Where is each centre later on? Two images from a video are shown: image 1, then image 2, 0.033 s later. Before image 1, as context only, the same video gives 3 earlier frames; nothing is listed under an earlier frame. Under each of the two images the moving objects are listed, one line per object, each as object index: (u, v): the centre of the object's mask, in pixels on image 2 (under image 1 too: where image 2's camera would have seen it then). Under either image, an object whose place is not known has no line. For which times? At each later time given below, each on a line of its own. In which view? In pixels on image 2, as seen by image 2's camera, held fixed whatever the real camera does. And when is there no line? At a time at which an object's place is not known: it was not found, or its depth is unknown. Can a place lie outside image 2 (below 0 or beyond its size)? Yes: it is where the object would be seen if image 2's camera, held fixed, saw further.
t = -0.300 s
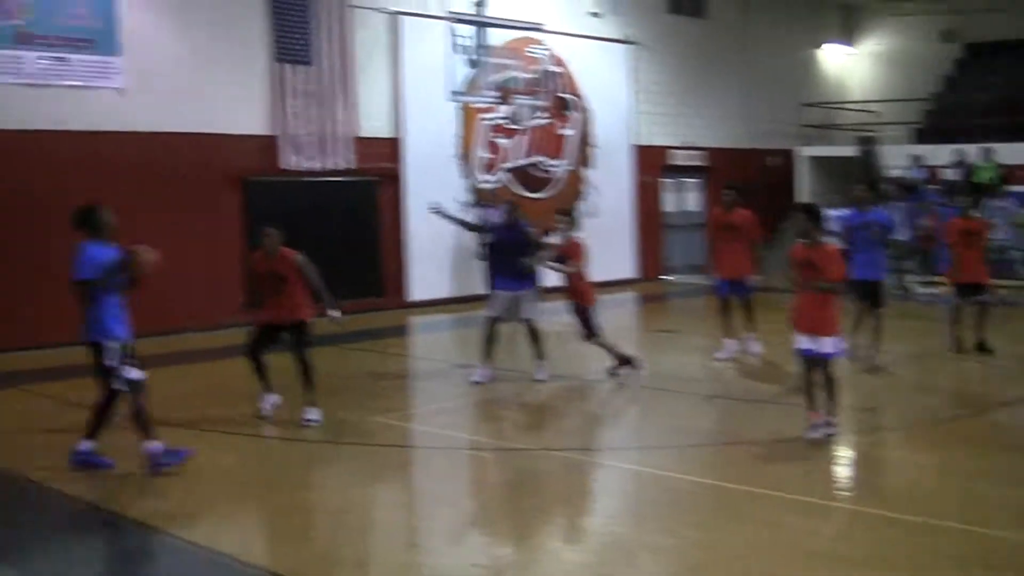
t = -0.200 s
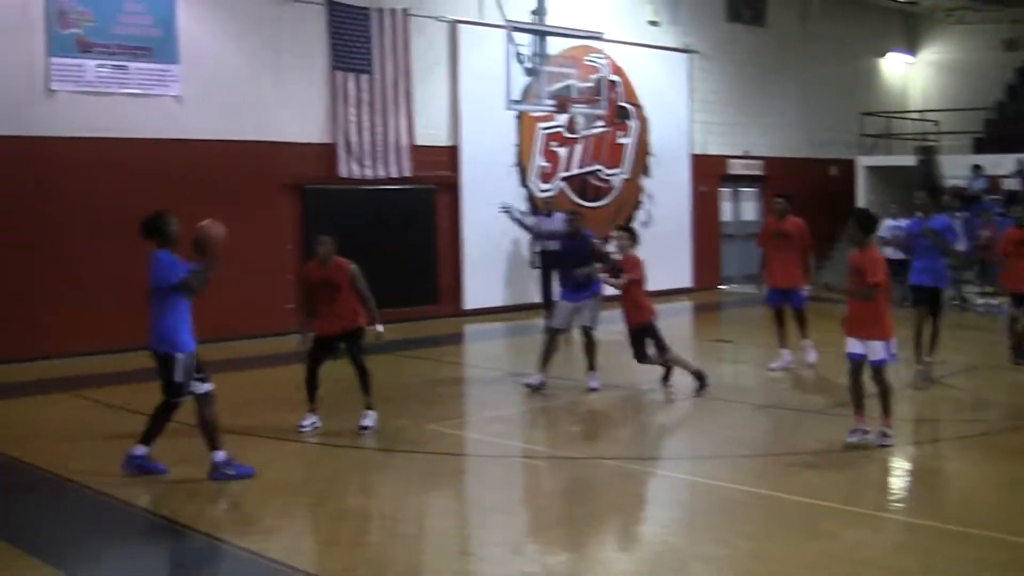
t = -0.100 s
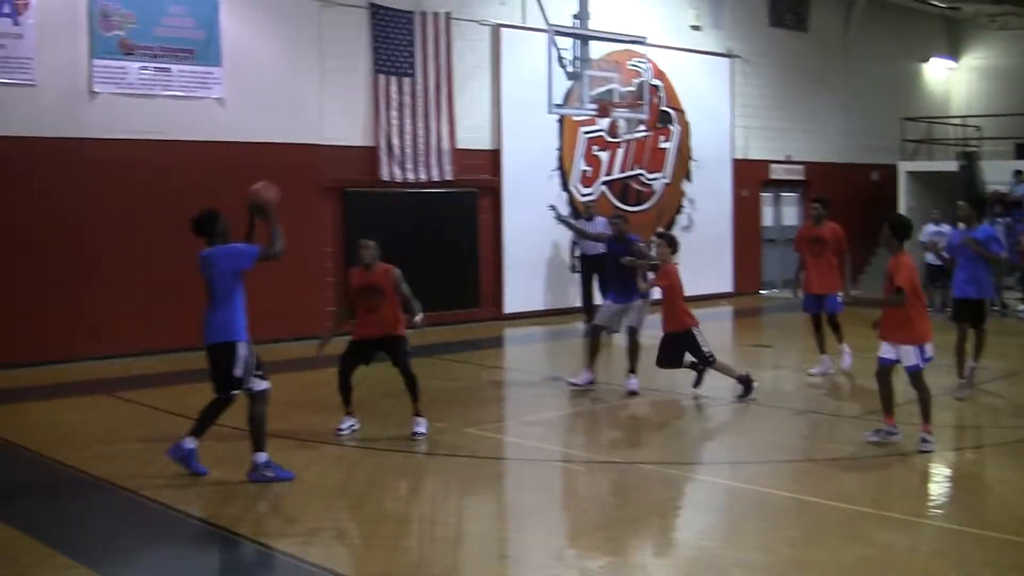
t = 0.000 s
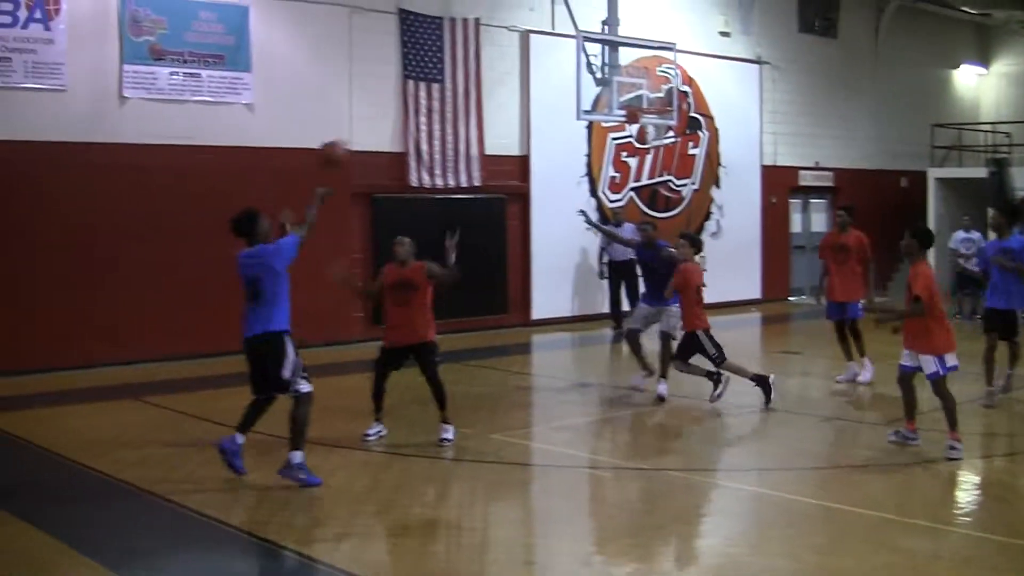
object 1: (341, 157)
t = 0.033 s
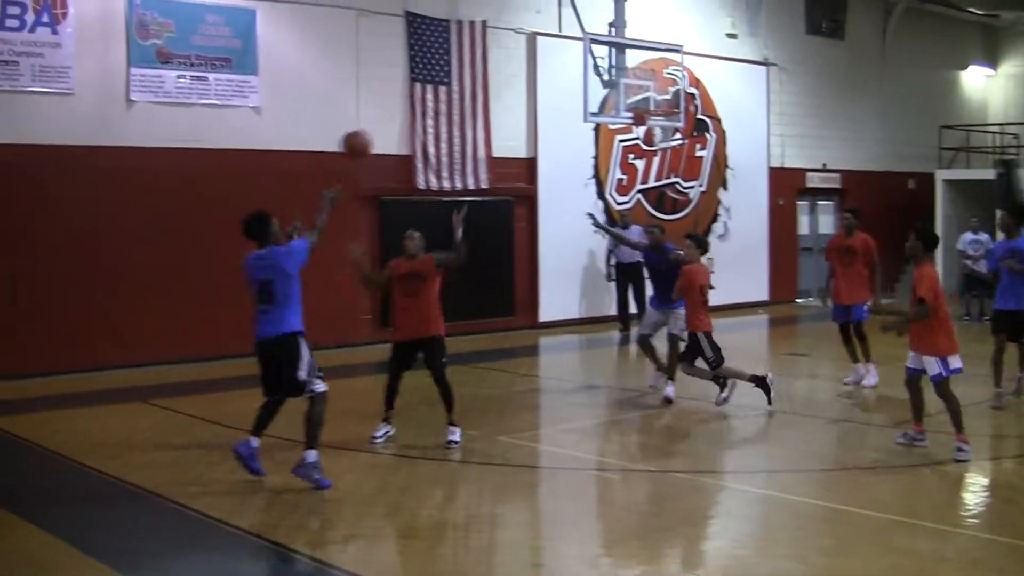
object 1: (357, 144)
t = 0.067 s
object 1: (369, 133)
